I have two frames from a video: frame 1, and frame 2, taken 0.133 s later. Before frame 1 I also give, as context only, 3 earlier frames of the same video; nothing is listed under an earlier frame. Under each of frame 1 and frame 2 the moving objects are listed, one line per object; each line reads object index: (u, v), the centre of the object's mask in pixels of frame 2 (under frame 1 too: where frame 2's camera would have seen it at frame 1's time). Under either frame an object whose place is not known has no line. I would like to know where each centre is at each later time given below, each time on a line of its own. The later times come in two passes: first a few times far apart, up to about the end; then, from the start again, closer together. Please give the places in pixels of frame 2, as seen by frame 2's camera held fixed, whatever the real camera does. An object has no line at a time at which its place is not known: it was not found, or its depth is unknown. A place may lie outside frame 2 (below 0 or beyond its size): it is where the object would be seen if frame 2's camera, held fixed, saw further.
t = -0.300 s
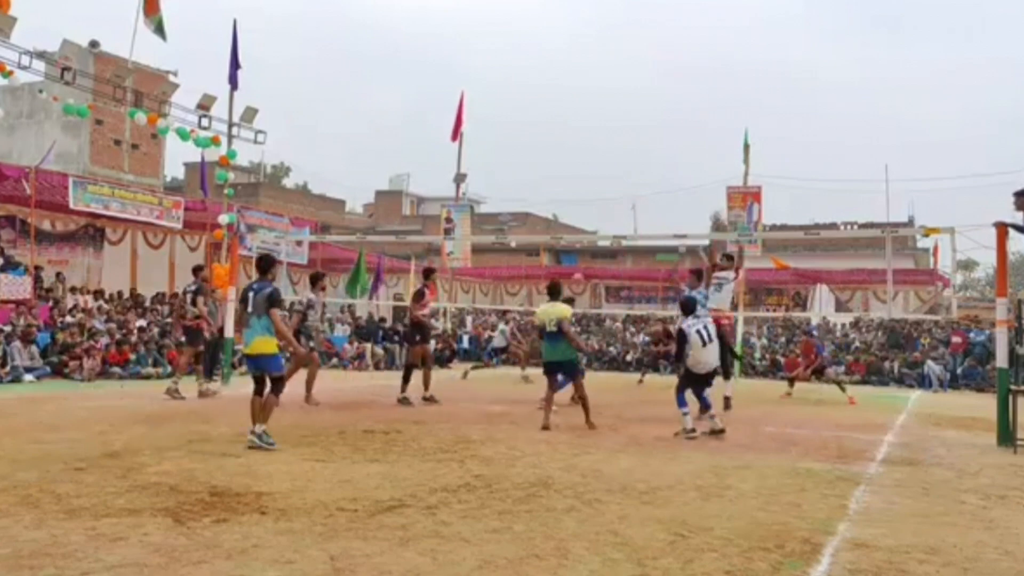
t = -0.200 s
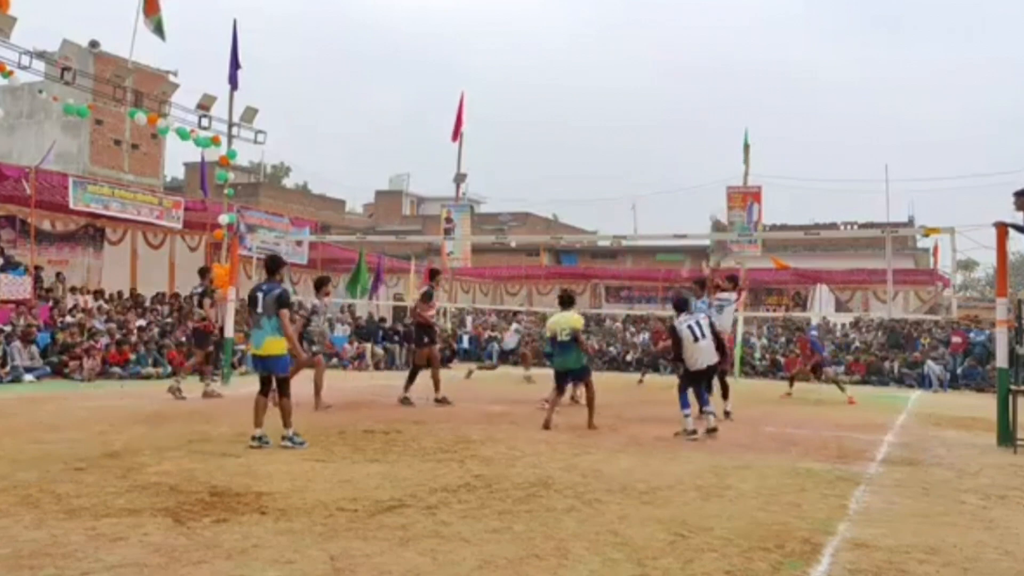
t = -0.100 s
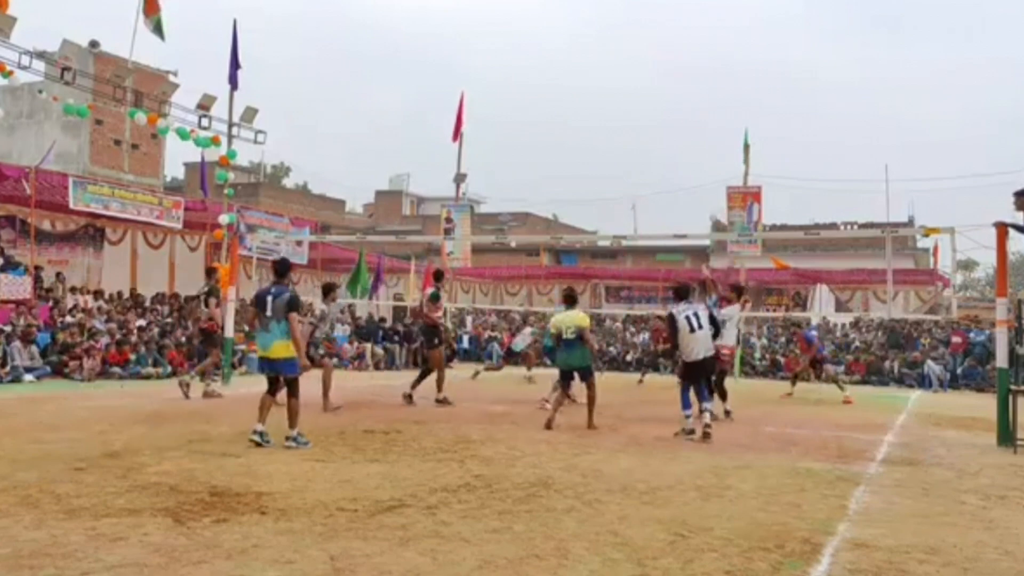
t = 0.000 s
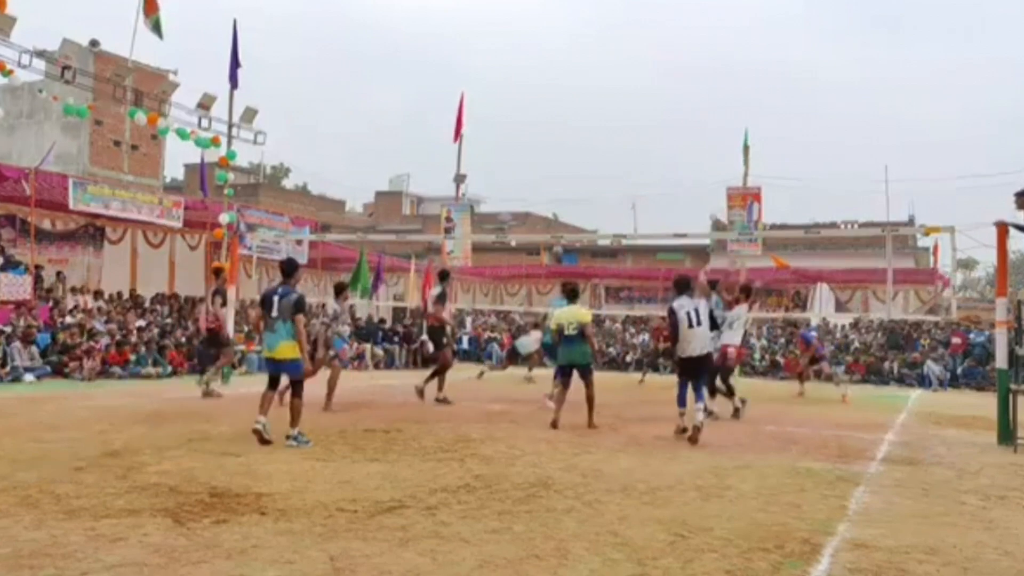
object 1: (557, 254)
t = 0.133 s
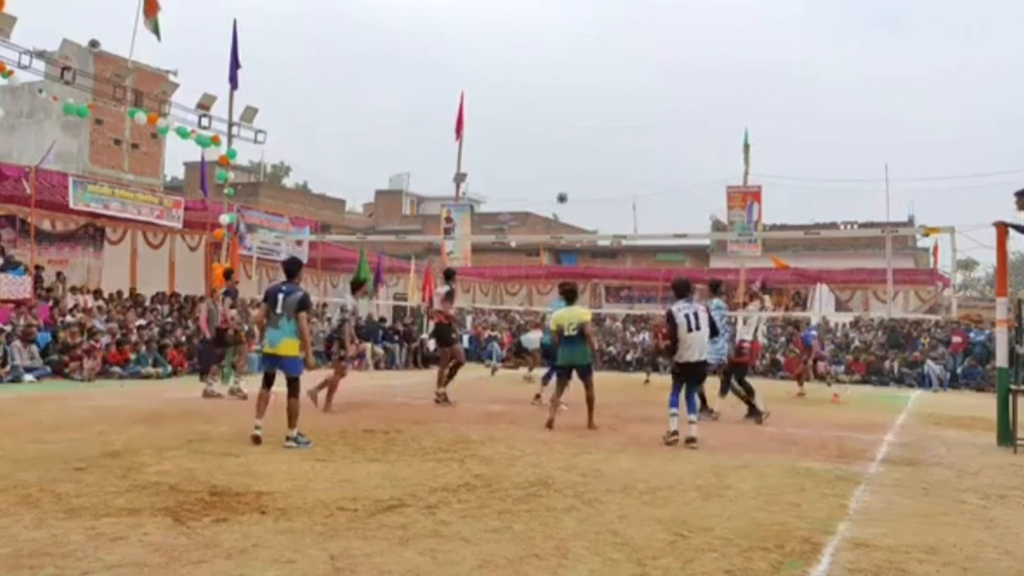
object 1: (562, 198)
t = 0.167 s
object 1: (562, 185)
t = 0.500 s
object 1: (570, 91)
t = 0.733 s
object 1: (573, 58)
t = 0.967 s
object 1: (574, 51)
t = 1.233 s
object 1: (574, 77)
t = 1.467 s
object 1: (574, 131)
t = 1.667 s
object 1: (573, 199)
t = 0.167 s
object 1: (562, 185)
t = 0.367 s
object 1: (568, 122)
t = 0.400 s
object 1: (568, 113)
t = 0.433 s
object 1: (569, 105)
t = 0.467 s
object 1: (570, 98)
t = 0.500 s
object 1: (570, 91)
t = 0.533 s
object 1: (571, 84)
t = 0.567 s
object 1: (571, 79)
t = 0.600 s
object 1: (572, 73)
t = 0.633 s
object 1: (572, 68)
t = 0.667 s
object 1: (572, 64)
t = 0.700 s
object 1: (573, 61)
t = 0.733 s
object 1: (573, 58)
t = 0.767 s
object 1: (573, 55)
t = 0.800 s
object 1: (573, 53)
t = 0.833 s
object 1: (574, 52)
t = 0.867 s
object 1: (574, 50)
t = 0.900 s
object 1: (574, 50)
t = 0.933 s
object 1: (574, 50)
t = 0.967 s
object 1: (574, 51)
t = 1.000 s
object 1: (574, 52)
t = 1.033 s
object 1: (574, 54)
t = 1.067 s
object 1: (574, 57)
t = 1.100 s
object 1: (574, 60)
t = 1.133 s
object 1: (574, 63)
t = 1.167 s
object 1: (574, 68)
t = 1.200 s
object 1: (574, 72)
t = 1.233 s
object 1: (574, 77)
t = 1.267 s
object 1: (574, 84)
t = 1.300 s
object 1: (574, 90)
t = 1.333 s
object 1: (574, 97)
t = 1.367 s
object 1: (574, 105)
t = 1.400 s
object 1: (574, 113)
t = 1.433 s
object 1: (574, 122)
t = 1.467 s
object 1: (574, 131)
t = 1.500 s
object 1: (574, 141)
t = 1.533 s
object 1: (574, 152)
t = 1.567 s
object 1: (573, 162)
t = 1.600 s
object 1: (573, 174)
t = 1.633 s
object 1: (573, 186)
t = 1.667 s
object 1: (573, 199)
